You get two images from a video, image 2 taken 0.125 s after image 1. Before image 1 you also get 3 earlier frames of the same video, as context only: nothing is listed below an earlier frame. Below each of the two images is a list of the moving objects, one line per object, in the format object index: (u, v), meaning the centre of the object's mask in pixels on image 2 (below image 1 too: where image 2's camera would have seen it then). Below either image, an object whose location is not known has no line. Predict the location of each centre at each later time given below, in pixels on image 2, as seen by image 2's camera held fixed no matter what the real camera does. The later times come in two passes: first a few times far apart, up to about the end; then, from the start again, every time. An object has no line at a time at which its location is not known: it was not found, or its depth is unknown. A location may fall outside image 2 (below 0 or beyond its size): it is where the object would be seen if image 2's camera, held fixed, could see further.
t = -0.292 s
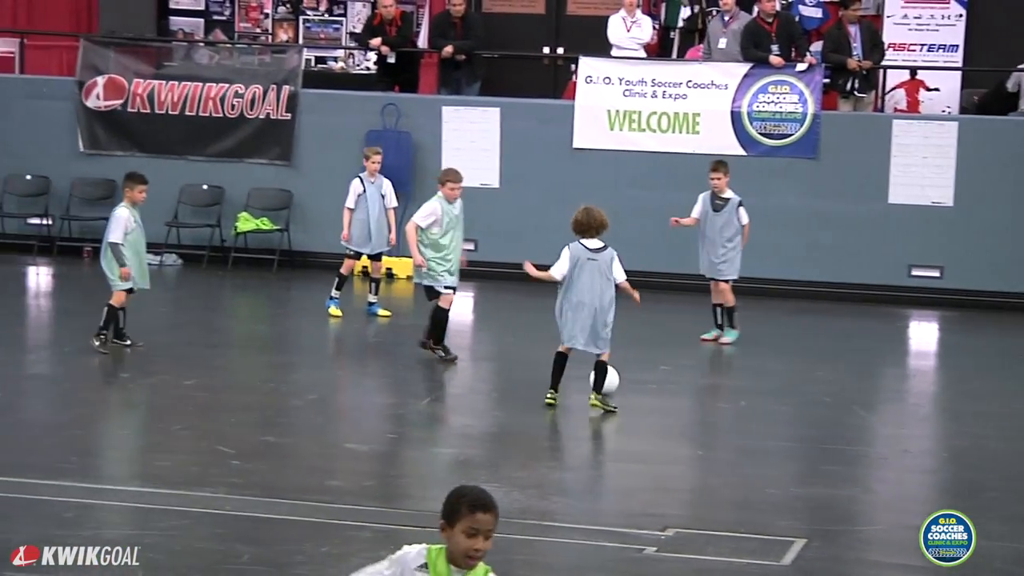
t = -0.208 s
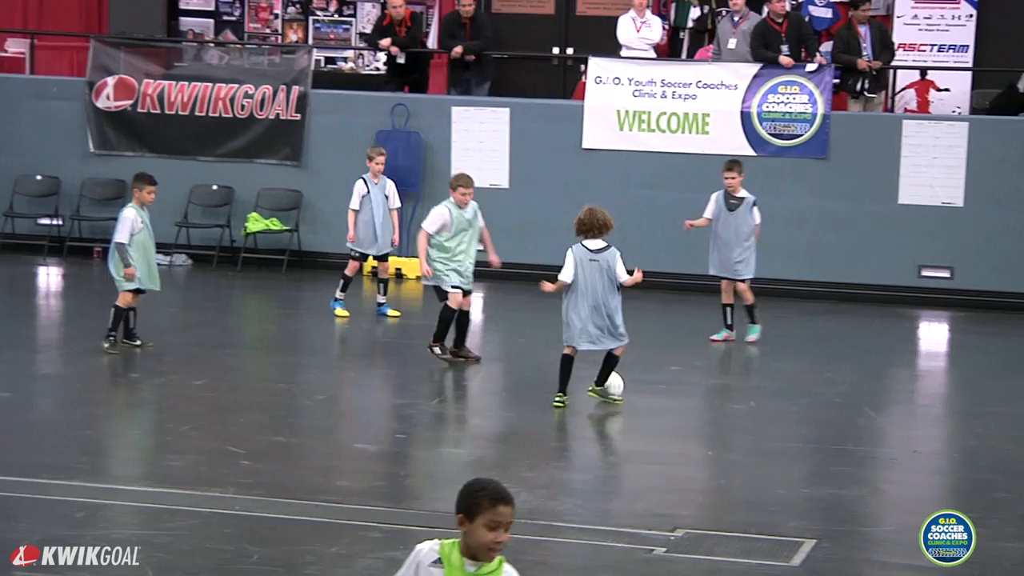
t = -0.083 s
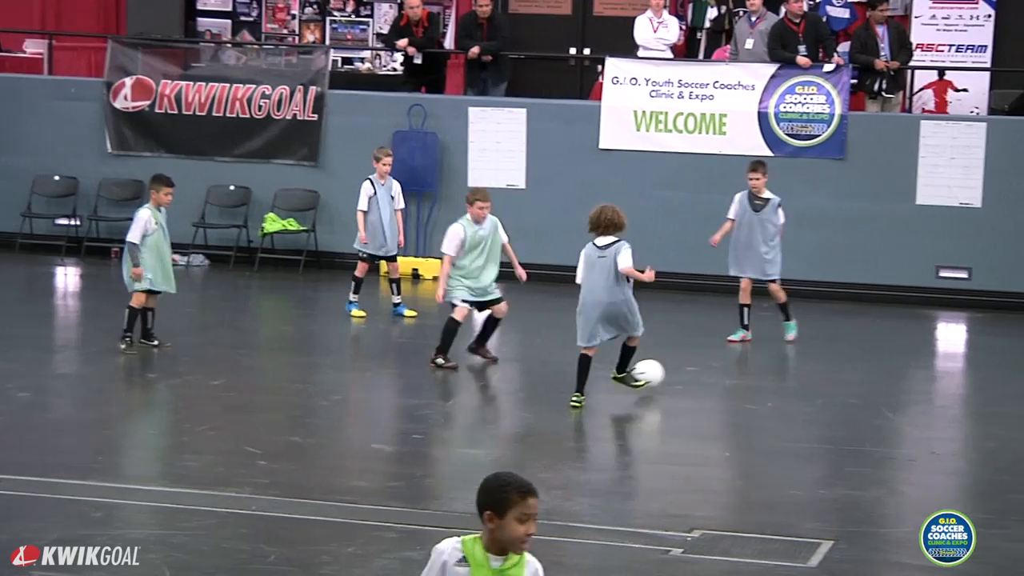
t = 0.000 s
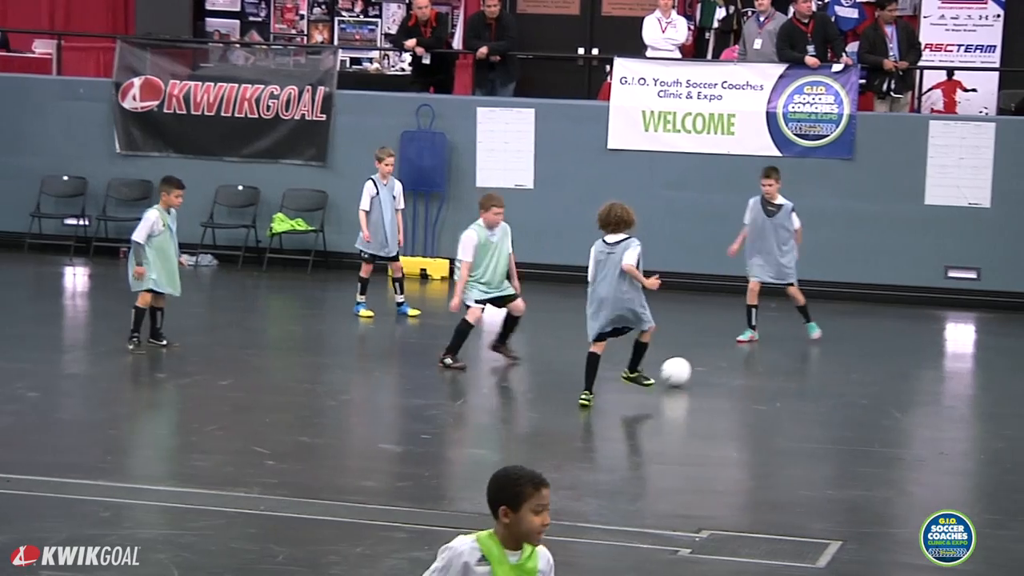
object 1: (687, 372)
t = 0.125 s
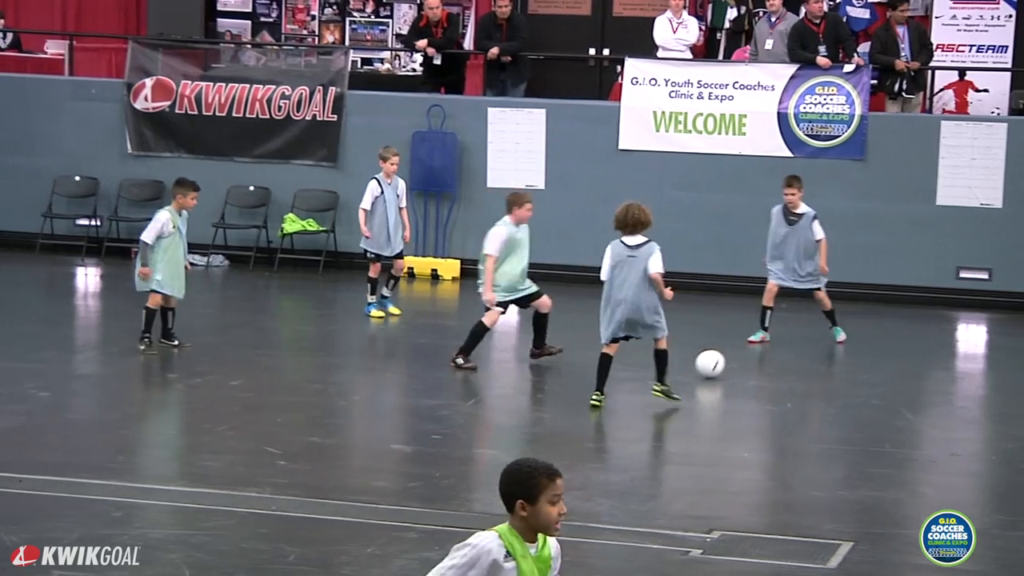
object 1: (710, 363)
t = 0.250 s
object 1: (729, 357)
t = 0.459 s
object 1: (755, 347)
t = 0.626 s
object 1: (773, 340)
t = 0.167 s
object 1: (717, 361)
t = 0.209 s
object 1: (723, 359)
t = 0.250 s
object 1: (729, 357)
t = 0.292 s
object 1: (735, 354)
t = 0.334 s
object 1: (740, 352)
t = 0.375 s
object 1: (745, 351)
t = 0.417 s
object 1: (750, 349)
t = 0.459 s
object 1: (755, 347)
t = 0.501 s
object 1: (759, 346)
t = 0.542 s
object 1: (764, 344)
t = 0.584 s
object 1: (769, 342)
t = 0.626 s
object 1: (773, 340)
